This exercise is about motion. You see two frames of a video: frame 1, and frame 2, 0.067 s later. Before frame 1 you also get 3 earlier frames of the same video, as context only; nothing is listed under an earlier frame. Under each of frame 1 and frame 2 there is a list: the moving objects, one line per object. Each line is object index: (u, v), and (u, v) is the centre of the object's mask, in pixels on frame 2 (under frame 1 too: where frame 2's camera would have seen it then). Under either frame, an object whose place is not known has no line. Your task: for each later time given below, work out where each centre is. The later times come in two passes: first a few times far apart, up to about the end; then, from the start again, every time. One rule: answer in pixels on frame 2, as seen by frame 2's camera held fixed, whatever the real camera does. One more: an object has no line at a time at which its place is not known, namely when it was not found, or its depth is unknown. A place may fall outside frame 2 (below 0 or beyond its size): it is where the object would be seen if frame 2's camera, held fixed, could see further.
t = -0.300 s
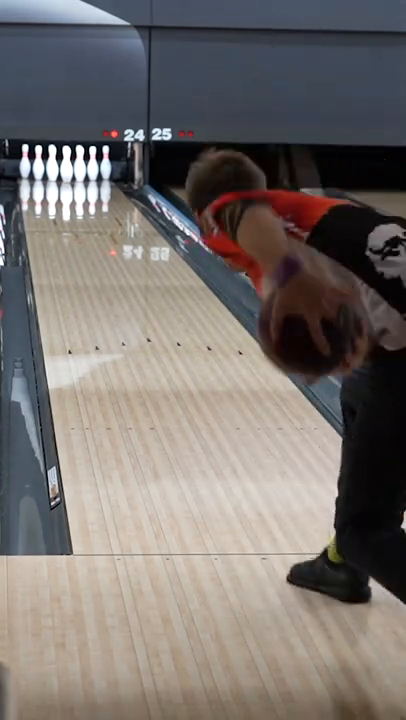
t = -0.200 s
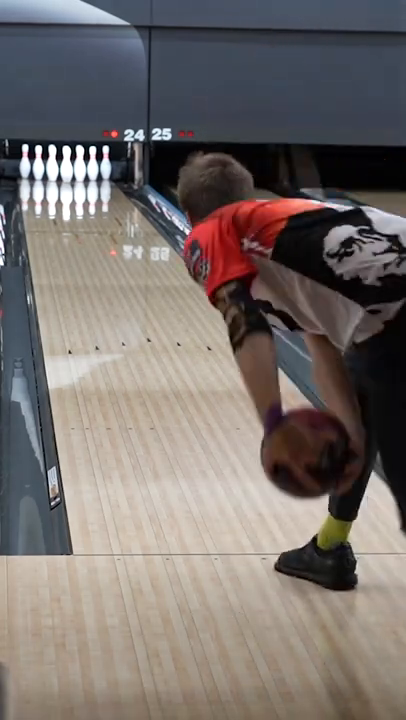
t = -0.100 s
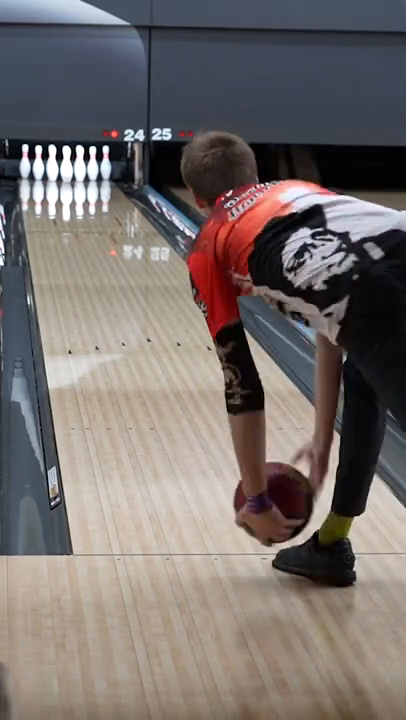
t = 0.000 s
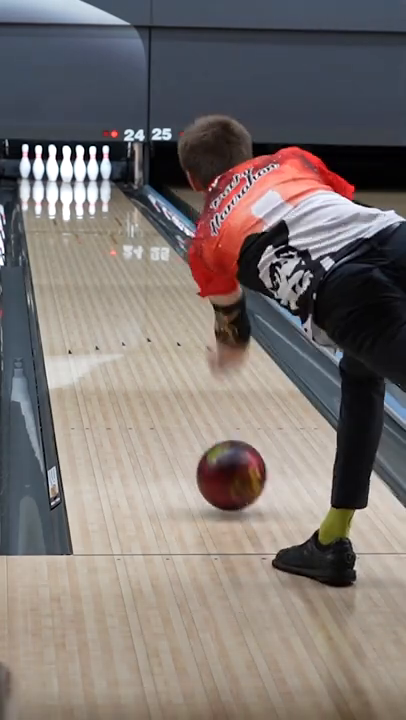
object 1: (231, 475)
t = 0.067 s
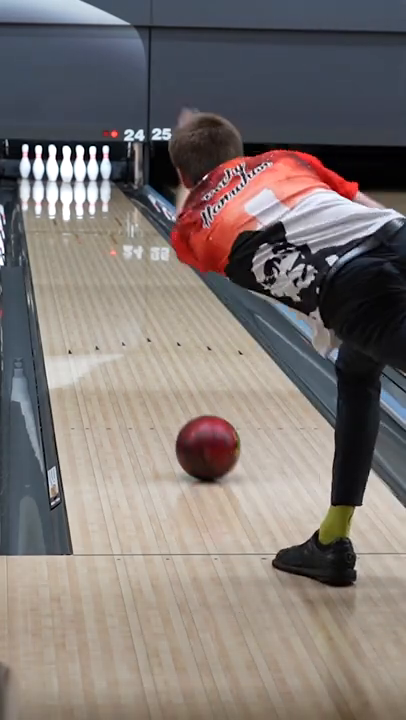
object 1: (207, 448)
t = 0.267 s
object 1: (155, 375)
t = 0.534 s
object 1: (110, 312)
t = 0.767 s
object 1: (85, 274)
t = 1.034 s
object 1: (65, 242)
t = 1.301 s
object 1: (53, 220)
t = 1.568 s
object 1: (49, 202)
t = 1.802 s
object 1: (50, 190)
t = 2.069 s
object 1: (57, 179)
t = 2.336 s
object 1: (71, 170)
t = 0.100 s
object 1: (197, 434)
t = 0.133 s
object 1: (187, 421)
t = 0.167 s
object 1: (178, 408)
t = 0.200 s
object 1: (170, 397)
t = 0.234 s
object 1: (162, 386)
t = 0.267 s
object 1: (155, 375)
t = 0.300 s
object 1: (148, 366)
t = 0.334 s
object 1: (141, 357)
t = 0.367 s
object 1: (135, 348)
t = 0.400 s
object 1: (130, 340)
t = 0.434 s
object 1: (124, 332)
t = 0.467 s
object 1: (119, 325)
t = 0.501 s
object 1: (114, 318)
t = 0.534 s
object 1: (110, 312)
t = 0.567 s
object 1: (106, 305)
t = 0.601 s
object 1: (102, 299)
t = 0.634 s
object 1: (98, 294)
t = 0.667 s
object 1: (94, 288)
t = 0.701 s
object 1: (91, 283)
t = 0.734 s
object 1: (88, 279)
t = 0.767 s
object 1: (85, 274)
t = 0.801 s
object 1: (82, 269)
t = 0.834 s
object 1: (79, 265)
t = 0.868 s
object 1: (76, 260)
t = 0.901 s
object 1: (74, 256)
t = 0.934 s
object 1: (71, 252)
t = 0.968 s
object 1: (69, 249)
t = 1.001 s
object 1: (67, 246)
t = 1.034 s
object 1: (65, 242)
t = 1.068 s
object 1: (63, 239)
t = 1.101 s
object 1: (62, 236)
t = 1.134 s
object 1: (60, 233)
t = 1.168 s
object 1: (58, 230)
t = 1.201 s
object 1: (57, 228)
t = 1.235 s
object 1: (56, 225)
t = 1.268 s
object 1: (54, 222)
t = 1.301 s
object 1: (53, 220)
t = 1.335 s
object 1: (52, 217)
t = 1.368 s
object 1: (51, 215)
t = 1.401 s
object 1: (51, 212)
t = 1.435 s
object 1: (50, 211)
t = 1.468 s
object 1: (50, 209)
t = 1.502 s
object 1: (49, 206)
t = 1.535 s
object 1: (49, 204)
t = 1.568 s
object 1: (49, 202)
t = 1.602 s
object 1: (48, 200)
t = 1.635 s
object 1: (48, 198)
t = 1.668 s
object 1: (48, 197)
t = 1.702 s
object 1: (49, 195)
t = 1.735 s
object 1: (49, 193)
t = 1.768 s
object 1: (50, 191)
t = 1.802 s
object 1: (50, 190)
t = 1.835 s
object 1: (50, 188)
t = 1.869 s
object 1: (51, 187)
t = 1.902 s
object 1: (52, 186)
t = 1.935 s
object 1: (53, 184)
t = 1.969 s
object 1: (54, 183)
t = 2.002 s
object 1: (55, 181)
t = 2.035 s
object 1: (56, 180)
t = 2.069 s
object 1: (57, 179)
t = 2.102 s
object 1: (59, 177)
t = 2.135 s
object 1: (61, 176)
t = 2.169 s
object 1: (62, 175)
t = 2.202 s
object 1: (64, 175)
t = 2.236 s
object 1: (64, 172)
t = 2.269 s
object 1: (65, 172)
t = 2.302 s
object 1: (68, 171)
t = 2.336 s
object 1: (71, 170)
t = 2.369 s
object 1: (73, 171)
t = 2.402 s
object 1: (75, 170)
